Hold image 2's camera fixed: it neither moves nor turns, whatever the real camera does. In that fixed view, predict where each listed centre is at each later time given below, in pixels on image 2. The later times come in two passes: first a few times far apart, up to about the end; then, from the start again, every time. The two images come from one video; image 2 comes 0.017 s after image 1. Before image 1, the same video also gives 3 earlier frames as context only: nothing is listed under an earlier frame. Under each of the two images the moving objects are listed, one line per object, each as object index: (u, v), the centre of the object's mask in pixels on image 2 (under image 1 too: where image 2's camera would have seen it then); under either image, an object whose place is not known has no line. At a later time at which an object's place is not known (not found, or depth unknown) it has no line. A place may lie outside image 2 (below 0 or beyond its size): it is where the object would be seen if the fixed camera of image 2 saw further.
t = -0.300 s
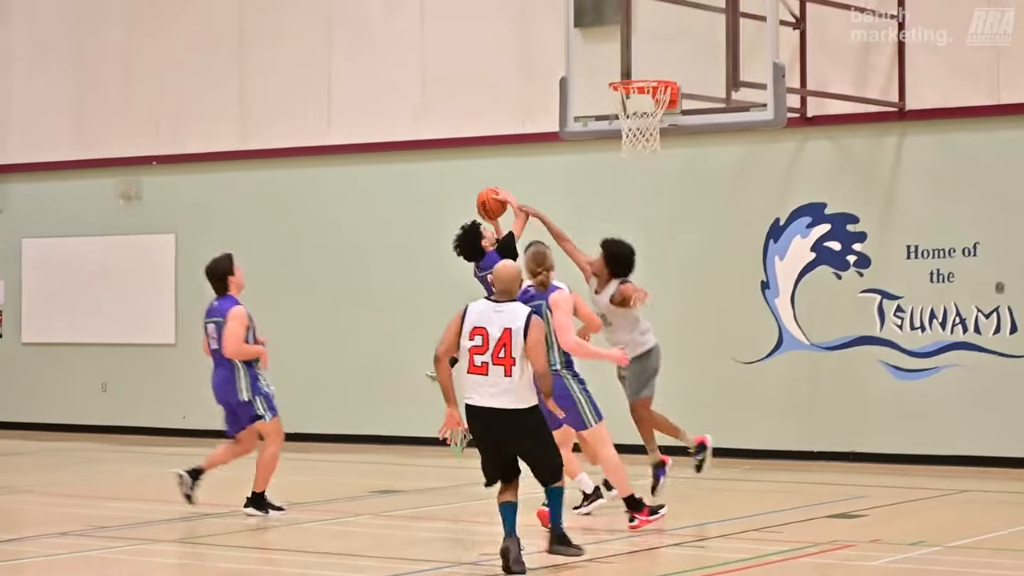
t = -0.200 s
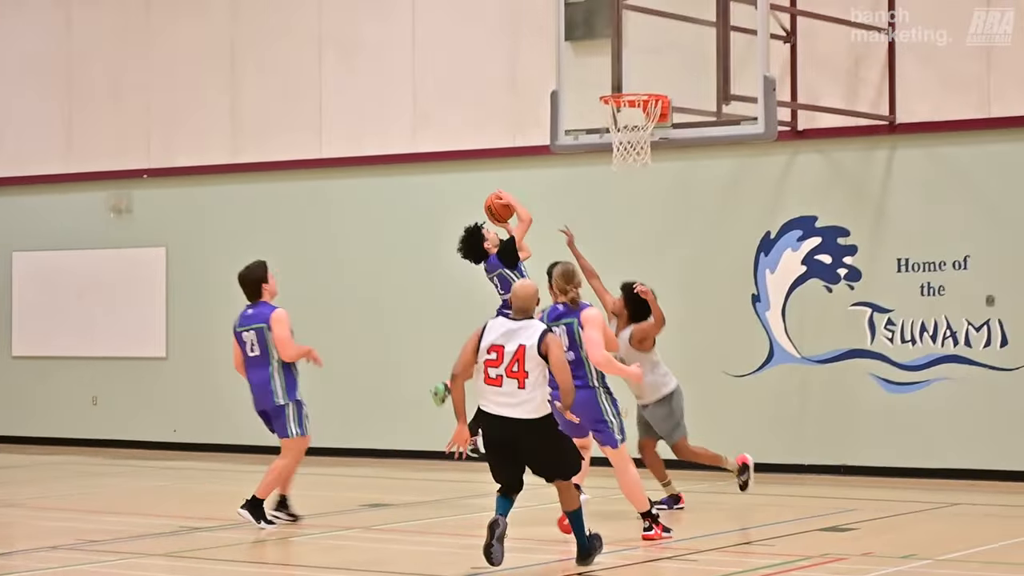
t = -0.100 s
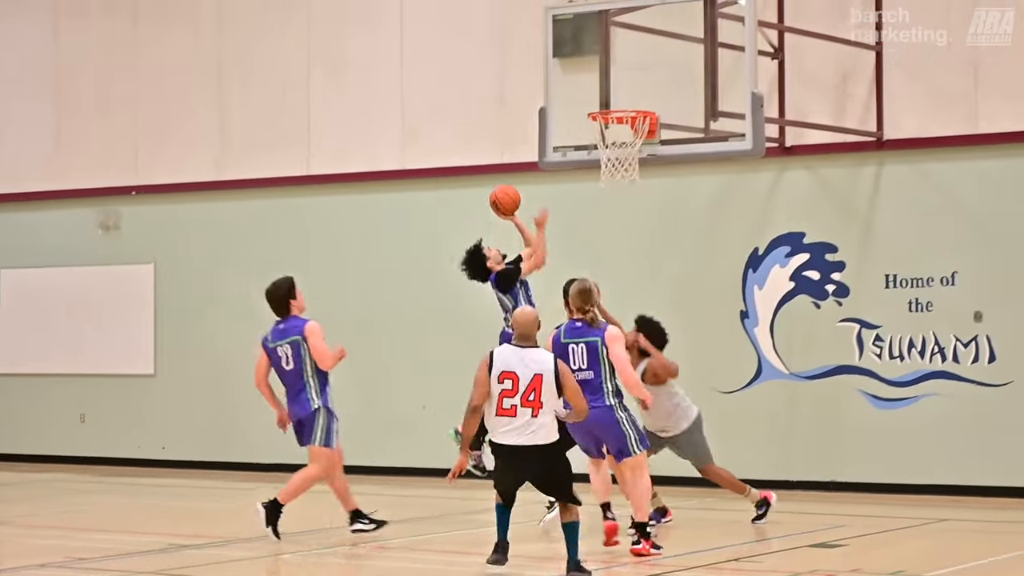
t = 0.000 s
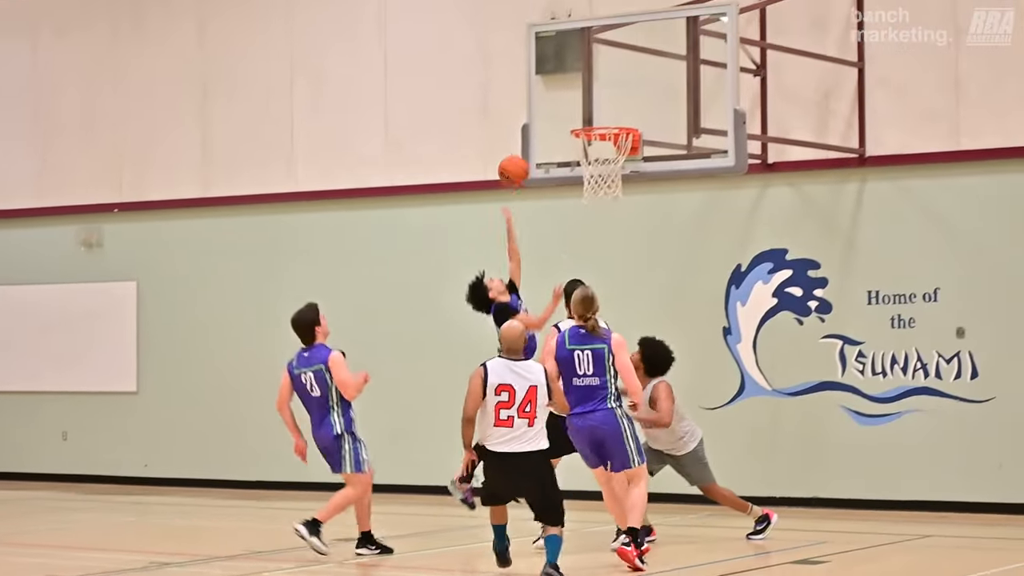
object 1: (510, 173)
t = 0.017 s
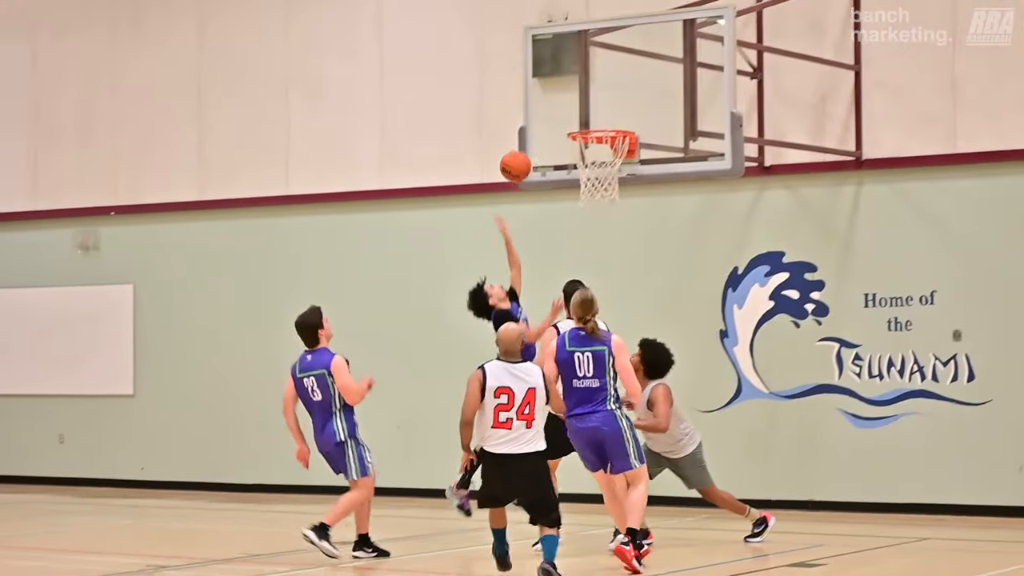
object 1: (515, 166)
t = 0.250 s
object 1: (575, 104)
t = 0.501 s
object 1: (583, 121)
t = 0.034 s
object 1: (520, 159)
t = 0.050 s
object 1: (525, 153)
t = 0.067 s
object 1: (530, 146)
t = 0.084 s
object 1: (535, 141)
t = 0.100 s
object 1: (540, 135)
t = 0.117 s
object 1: (545, 130)
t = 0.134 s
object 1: (550, 125)
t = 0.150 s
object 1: (555, 121)
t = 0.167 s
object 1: (560, 116)
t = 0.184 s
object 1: (565, 113)
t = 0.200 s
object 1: (570, 110)
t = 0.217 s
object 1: (573, 107)
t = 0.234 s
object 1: (574, 105)
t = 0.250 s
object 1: (575, 104)
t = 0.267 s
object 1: (575, 103)
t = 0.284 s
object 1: (576, 102)
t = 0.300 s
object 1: (576, 102)
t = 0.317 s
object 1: (577, 101)
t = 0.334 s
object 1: (577, 102)
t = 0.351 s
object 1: (578, 103)
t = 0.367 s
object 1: (579, 104)
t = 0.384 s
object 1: (580, 105)
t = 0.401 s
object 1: (580, 107)
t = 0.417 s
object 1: (581, 109)
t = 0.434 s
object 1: (581, 111)
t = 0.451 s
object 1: (582, 114)
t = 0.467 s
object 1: (583, 117)
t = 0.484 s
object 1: (583, 119)
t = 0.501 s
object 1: (583, 121)
